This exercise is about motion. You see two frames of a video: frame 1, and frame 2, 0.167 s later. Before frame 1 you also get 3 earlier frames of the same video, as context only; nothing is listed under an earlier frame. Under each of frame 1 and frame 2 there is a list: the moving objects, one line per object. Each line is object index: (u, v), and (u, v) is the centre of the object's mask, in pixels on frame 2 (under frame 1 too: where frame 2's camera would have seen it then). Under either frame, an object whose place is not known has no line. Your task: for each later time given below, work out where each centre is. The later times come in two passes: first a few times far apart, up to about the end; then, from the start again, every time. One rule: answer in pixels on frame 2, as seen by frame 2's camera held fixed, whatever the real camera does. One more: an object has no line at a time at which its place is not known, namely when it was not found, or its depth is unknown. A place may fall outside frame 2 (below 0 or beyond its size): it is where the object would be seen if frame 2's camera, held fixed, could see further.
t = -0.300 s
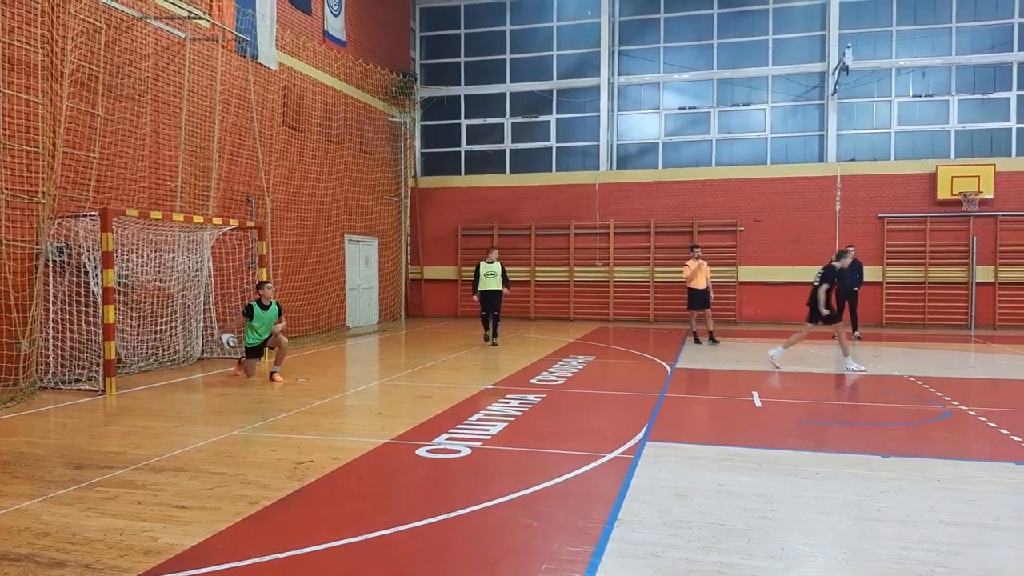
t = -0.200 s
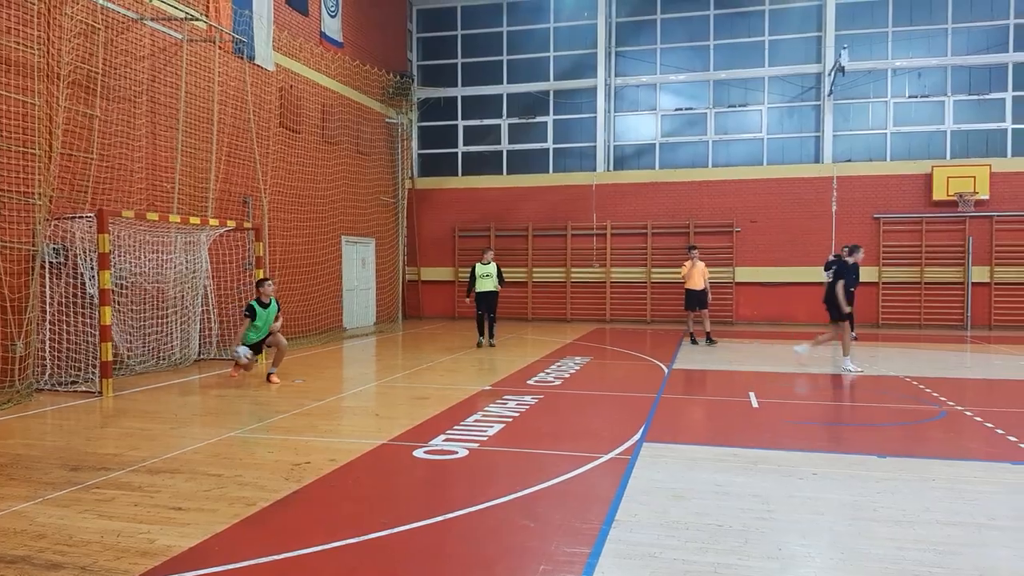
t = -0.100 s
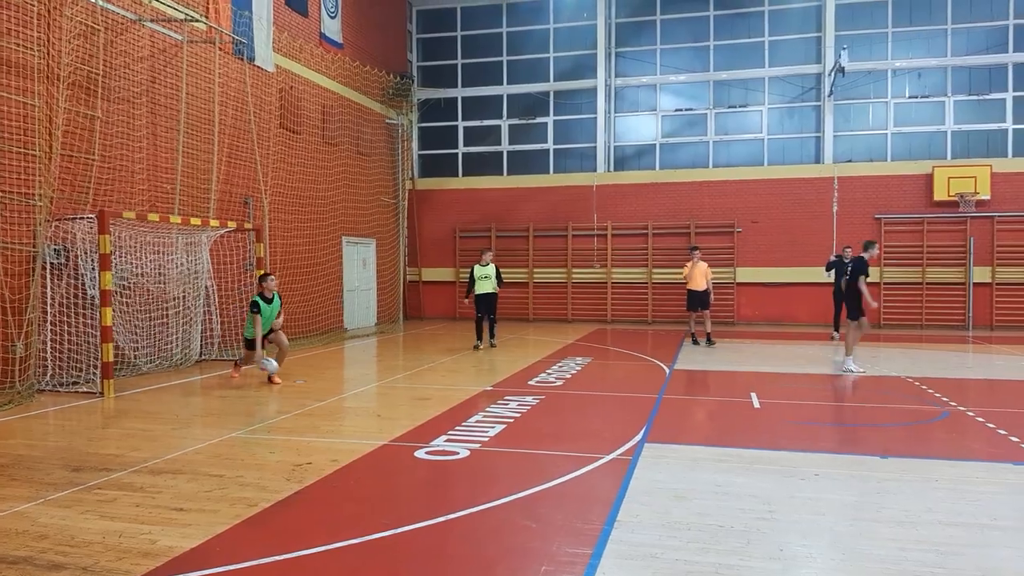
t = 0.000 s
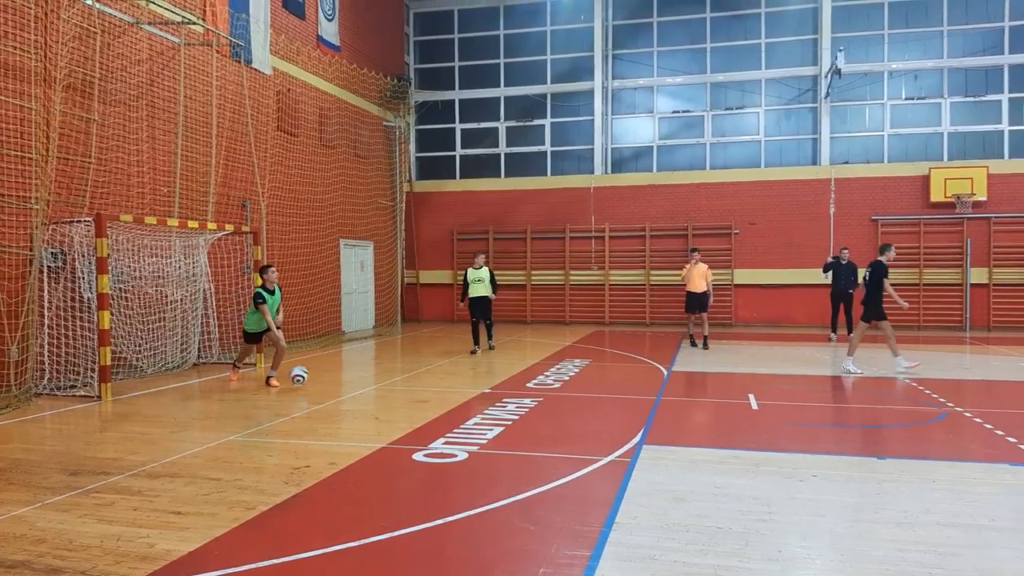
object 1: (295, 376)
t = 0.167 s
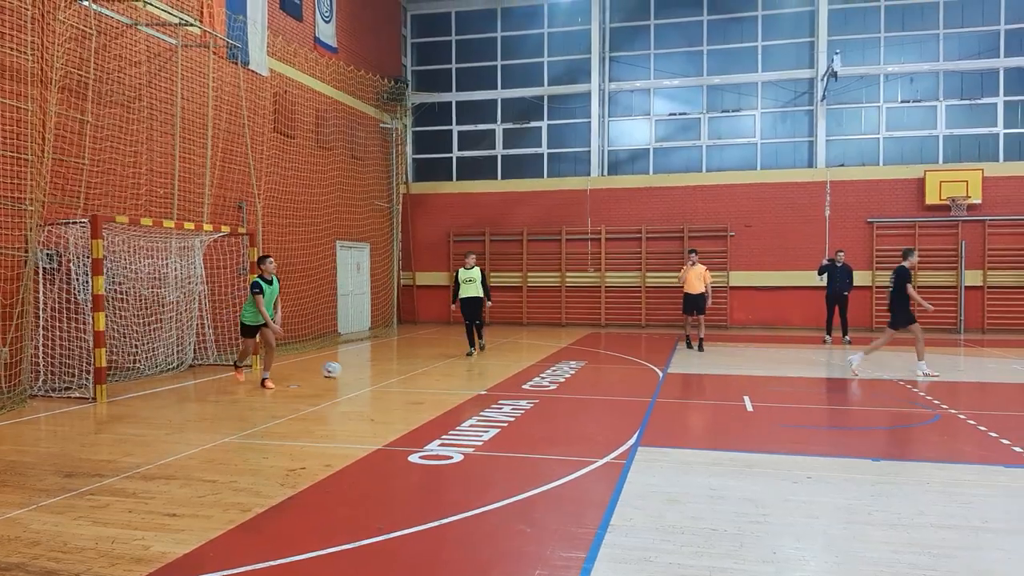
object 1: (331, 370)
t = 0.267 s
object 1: (353, 377)
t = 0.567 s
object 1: (419, 378)
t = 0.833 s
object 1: (479, 380)
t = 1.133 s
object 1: (546, 385)
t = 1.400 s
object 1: (607, 391)
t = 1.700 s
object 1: (674, 390)
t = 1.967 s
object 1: (735, 395)
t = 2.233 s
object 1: (796, 397)
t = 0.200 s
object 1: (338, 372)
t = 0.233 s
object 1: (346, 374)
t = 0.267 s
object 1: (353, 377)
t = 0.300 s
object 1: (360, 381)
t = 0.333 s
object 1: (367, 384)
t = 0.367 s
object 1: (375, 381)
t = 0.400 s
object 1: (383, 378)
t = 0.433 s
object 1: (390, 376)
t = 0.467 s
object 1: (397, 376)
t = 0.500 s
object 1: (404, 376)
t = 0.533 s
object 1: (411, 376)
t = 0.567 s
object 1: (419, 378)
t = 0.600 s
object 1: (427, 381)
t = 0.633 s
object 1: (435, 386)
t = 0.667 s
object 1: (441, 385)
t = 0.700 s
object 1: (449, 383)
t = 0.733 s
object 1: (457, 380)
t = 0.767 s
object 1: (464, 379)
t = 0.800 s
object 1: (471, 379)
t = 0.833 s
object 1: (479, 380)
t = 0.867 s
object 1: (487, 382)
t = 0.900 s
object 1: (495, 385)
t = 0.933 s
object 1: (502, 388)
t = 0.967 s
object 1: (510, 385)
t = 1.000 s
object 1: (516, 384)
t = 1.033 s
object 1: (523, 383)
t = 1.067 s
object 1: (531, 382)
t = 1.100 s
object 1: (539, 382)
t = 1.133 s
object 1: (546, 385)
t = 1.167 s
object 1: (554, 388)
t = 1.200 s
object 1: (561, 389)
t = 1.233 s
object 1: (569, 388)
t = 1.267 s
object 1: (577, 386)
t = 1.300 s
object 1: (584, 386)
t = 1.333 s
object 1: (592, 386)
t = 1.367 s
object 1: (599, 388)
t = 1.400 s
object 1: (607, 391)
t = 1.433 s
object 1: (615, 390)
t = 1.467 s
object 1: (622, 389)
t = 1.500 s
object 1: (630, 388)
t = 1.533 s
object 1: (636, 387)
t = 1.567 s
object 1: (644, 388)
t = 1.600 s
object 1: (652, 390)
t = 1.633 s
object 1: (660, 392)
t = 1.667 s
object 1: (667, 390)
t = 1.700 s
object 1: (674, 390)
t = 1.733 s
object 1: (682, 390)
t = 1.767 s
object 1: (689, 391)
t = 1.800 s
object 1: (696, 394)
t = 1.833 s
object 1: (704, 393)
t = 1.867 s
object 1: (711, 393)
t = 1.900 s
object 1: (719, 393)
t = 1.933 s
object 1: (727, 395)
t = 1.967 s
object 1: (735, 395)
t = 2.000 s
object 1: (742, 394)
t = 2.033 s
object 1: (749, 396)
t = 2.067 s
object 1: (756, 396)
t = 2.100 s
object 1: (765, 395)
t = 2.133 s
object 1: (772, 395)
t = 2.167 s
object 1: (780, 397)
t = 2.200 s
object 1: (788, 396)
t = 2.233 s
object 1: (796, 397)
